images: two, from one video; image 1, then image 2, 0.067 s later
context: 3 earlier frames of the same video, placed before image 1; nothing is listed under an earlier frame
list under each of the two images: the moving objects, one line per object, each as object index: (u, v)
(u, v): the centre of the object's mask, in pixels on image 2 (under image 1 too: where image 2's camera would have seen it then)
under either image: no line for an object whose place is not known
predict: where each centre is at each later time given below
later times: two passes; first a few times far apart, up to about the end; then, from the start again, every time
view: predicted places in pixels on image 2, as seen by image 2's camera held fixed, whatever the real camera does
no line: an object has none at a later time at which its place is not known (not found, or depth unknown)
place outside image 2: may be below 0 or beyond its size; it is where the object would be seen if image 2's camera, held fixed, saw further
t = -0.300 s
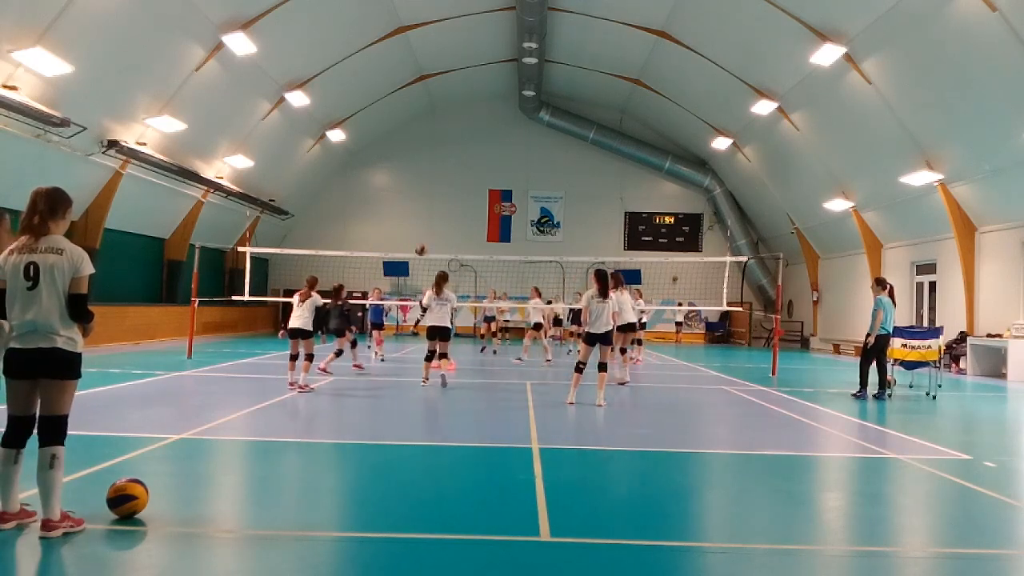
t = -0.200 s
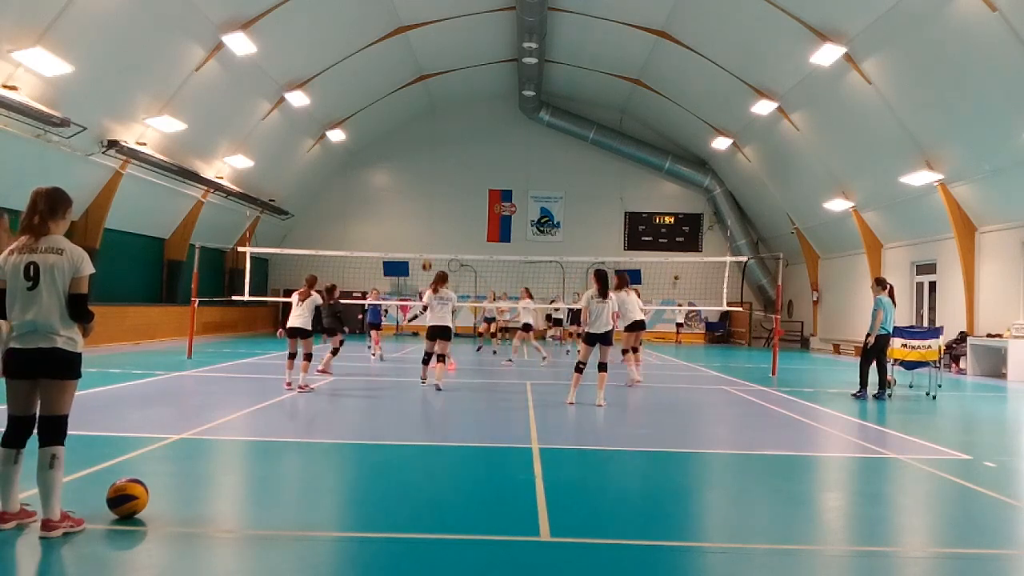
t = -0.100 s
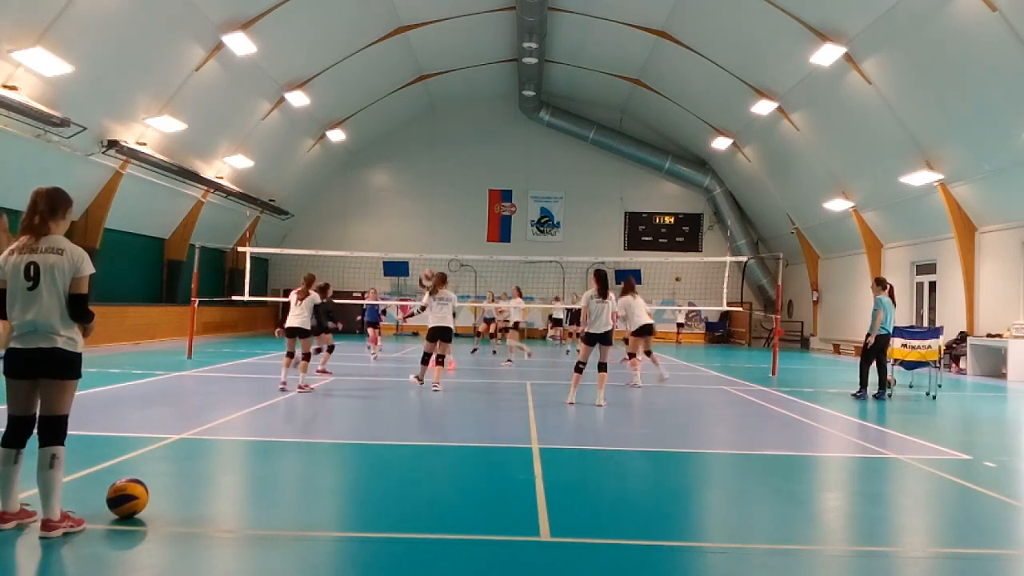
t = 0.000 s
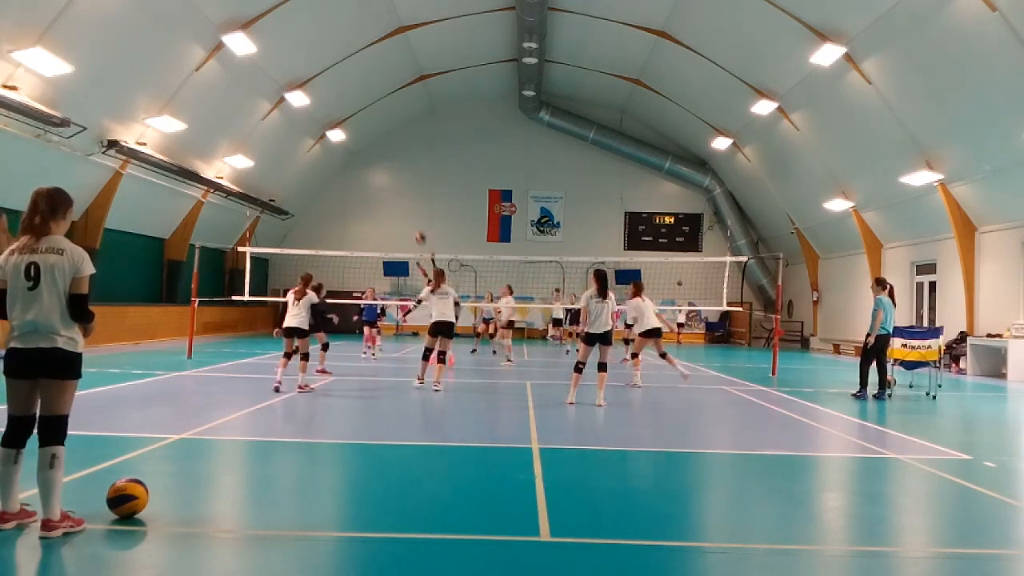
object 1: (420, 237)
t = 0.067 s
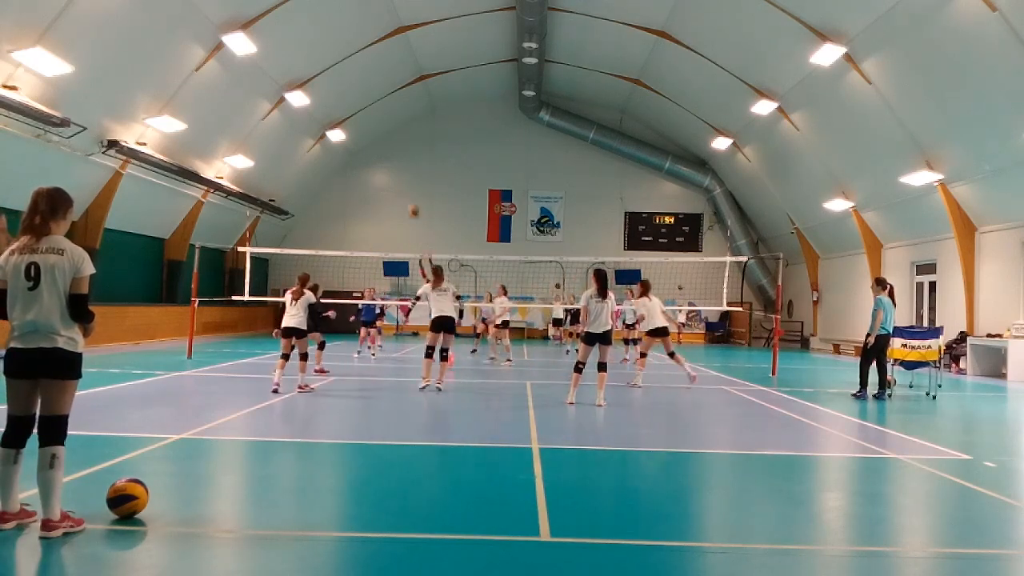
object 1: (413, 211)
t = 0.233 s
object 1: (395, 157)
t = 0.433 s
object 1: (373, 114)
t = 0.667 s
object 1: (345, 92)
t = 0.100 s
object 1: (410, 198)
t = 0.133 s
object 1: (406, 187)
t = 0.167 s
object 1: (402, 177)
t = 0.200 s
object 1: (399, 167)
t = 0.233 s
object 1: (395, 157)
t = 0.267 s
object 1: (391, 148)
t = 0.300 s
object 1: (387, 140)
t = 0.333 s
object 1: (383, 133)
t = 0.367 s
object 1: (380, 126)
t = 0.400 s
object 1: (376, 120)
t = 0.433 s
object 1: (373, 114)
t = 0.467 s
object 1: (369, 109)
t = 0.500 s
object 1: (365, 105)
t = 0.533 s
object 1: (362, 102)
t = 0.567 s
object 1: (358, 98)
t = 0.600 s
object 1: (353, 95)
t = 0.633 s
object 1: (349, 93)
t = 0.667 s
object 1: (345, 92)
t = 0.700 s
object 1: (341, 92)
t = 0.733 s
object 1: (337, 92)
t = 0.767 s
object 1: (333, 92)
